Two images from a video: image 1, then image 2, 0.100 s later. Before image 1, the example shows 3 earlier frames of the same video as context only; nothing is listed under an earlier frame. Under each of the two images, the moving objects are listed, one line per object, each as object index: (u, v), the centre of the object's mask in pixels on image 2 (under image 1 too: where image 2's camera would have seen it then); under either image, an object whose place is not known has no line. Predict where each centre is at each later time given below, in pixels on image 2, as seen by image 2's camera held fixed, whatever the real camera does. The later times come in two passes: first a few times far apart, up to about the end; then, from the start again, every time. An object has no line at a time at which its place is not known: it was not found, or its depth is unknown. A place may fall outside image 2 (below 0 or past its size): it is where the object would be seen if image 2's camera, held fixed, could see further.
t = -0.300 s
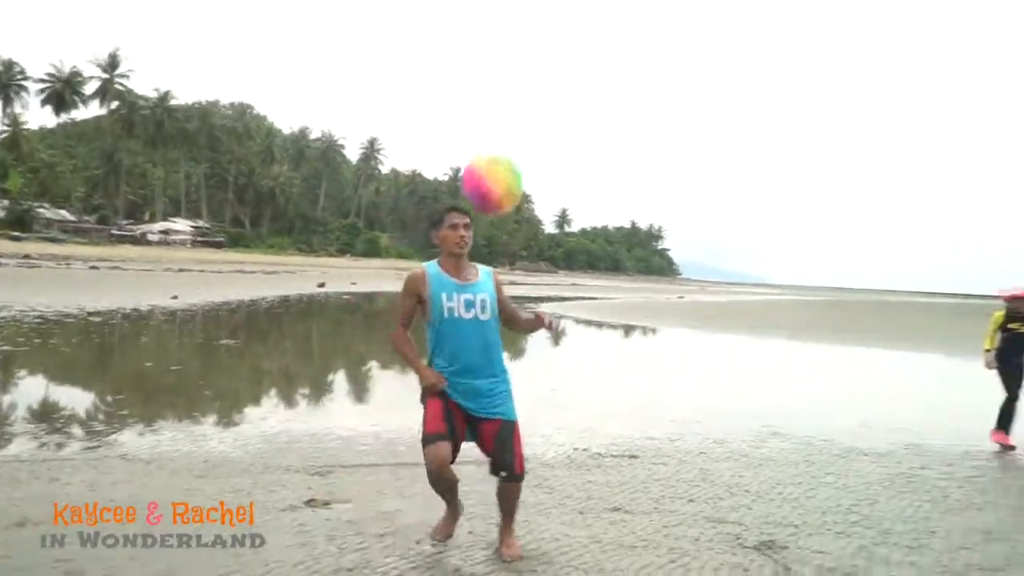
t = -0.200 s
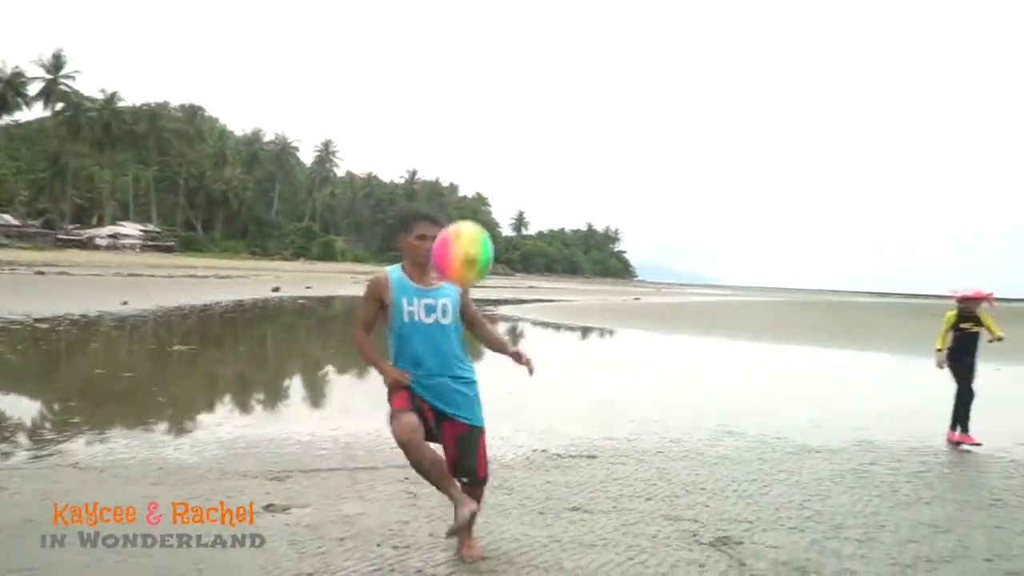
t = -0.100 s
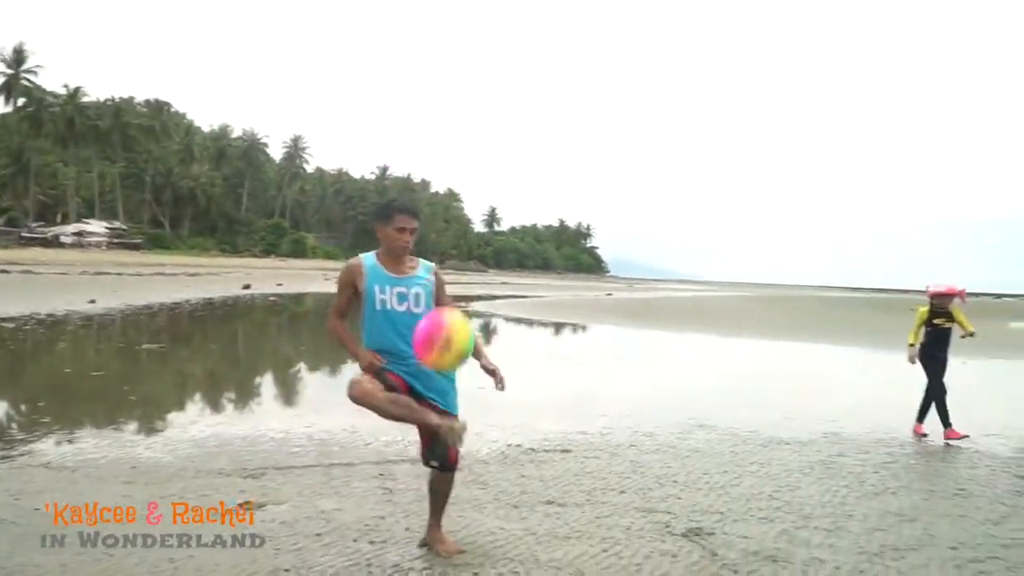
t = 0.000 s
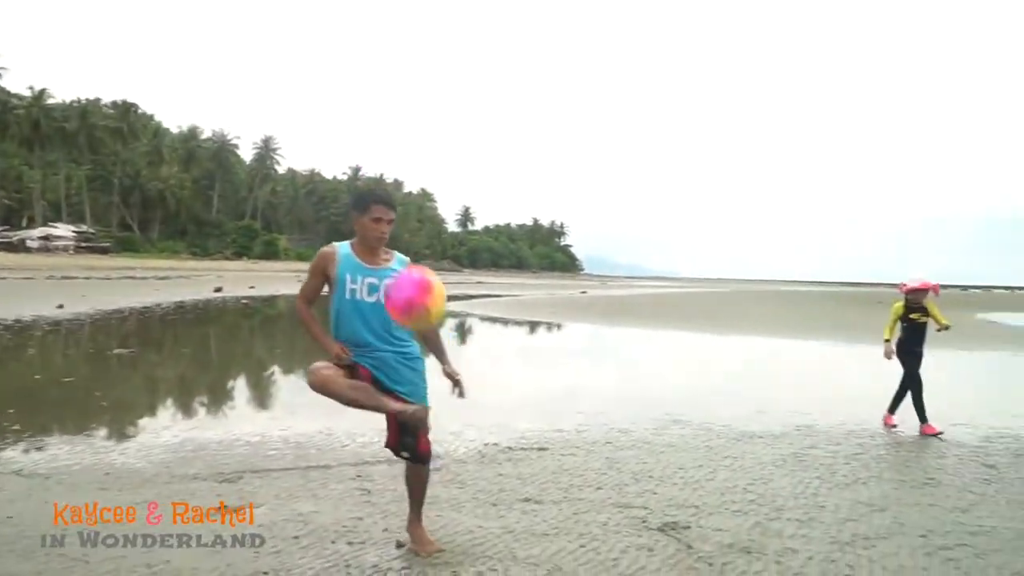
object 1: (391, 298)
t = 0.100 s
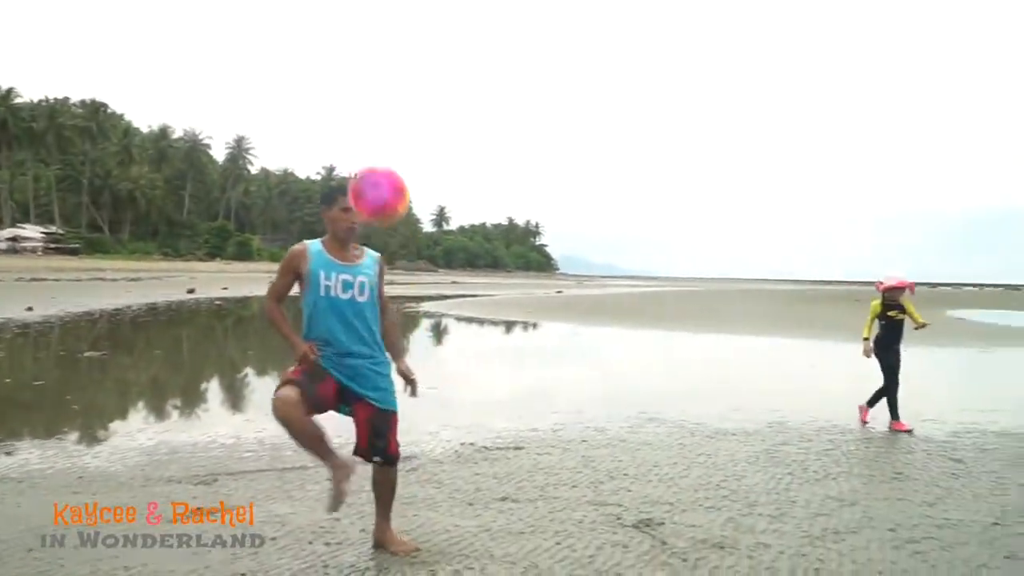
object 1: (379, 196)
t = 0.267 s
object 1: (355, 79)
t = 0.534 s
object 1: (317, 42)
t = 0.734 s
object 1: (289, 110)
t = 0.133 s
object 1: (374, 165)
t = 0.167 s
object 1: (369, 140)
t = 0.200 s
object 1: (364, 117)
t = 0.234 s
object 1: (360, 97)
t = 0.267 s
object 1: (355, 79)
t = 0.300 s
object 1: (351, 66)
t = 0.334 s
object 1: (346, 55)
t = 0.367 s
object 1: (340, 46)
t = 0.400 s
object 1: (335, 40)
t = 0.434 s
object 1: (330, 37)
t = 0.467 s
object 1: (326, 36)
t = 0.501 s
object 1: (321, 38)
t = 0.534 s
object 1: (317, 42)
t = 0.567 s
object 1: (312, 48)
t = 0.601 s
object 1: (309, 55)
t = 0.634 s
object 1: (304, 66)
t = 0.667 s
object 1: (299, 78)
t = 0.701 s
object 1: (294, 93)
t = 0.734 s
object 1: (289, 110)
